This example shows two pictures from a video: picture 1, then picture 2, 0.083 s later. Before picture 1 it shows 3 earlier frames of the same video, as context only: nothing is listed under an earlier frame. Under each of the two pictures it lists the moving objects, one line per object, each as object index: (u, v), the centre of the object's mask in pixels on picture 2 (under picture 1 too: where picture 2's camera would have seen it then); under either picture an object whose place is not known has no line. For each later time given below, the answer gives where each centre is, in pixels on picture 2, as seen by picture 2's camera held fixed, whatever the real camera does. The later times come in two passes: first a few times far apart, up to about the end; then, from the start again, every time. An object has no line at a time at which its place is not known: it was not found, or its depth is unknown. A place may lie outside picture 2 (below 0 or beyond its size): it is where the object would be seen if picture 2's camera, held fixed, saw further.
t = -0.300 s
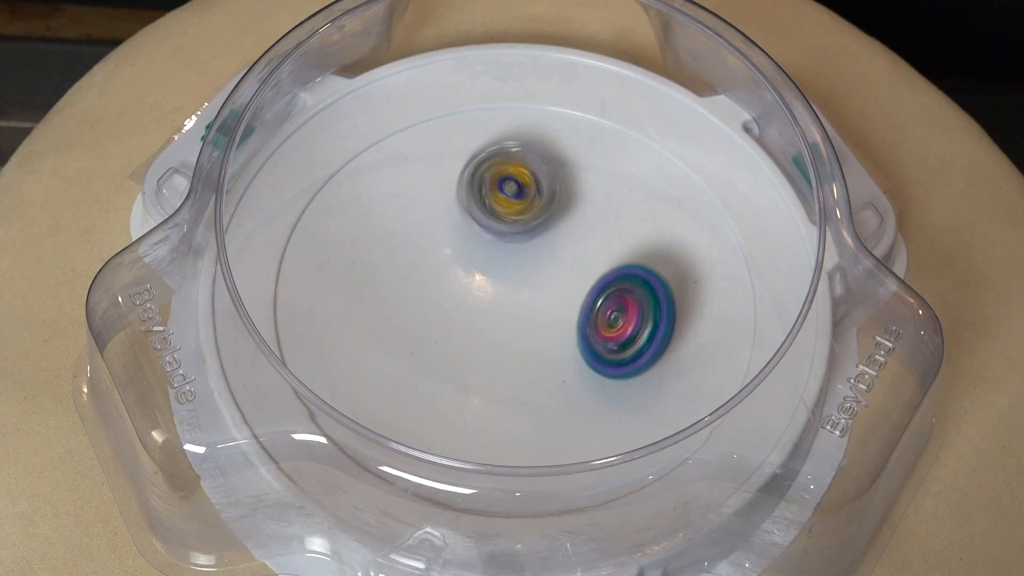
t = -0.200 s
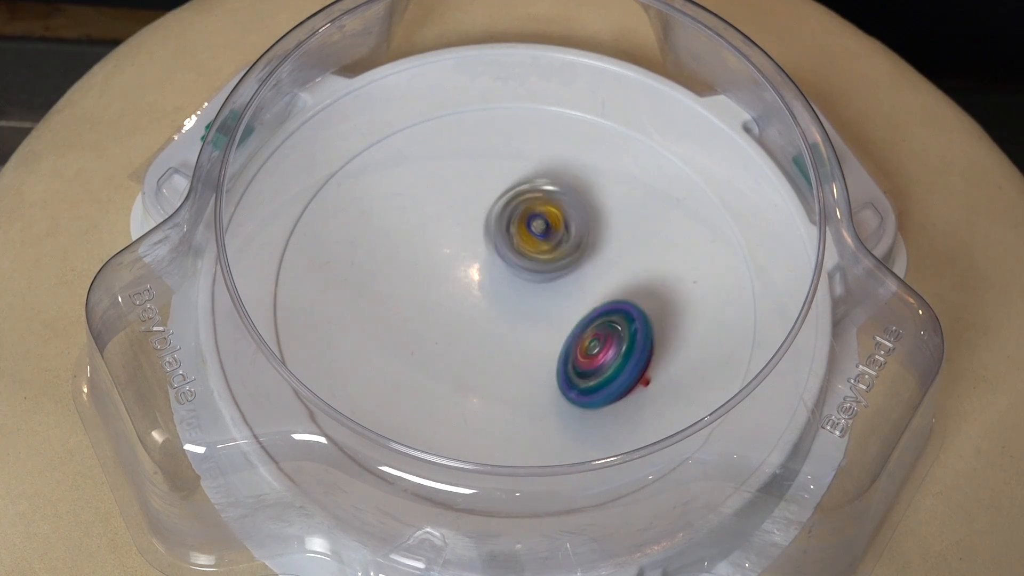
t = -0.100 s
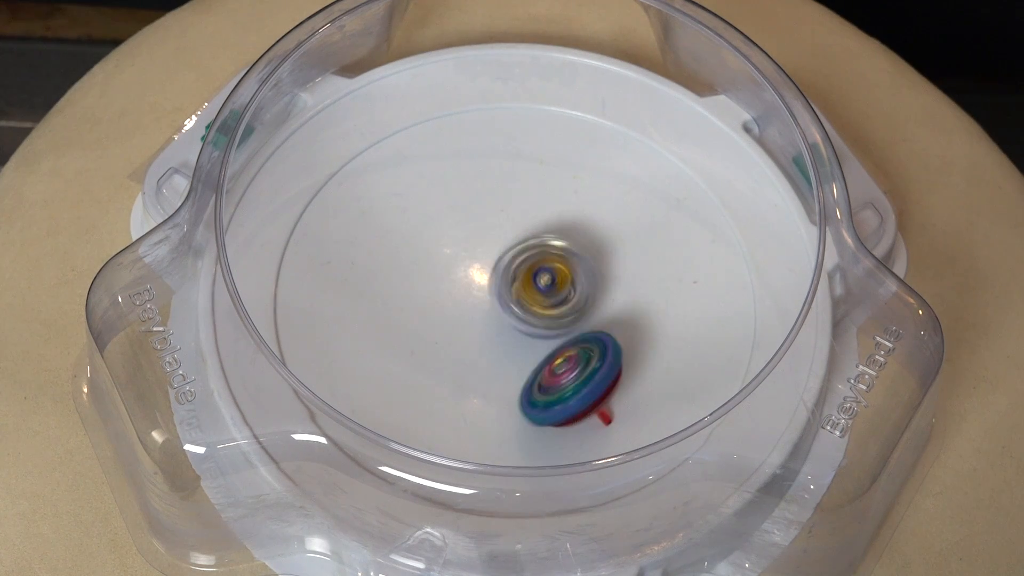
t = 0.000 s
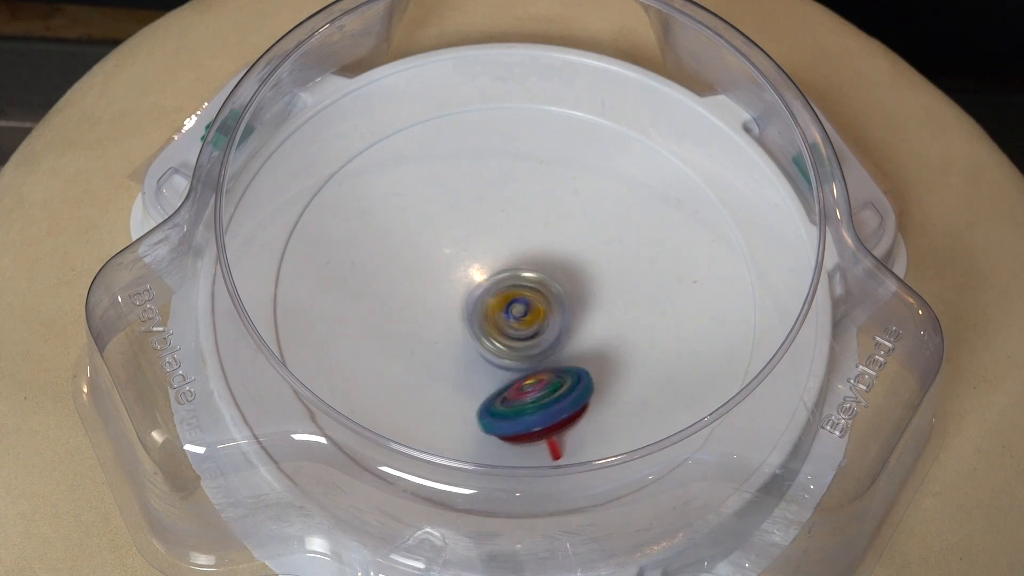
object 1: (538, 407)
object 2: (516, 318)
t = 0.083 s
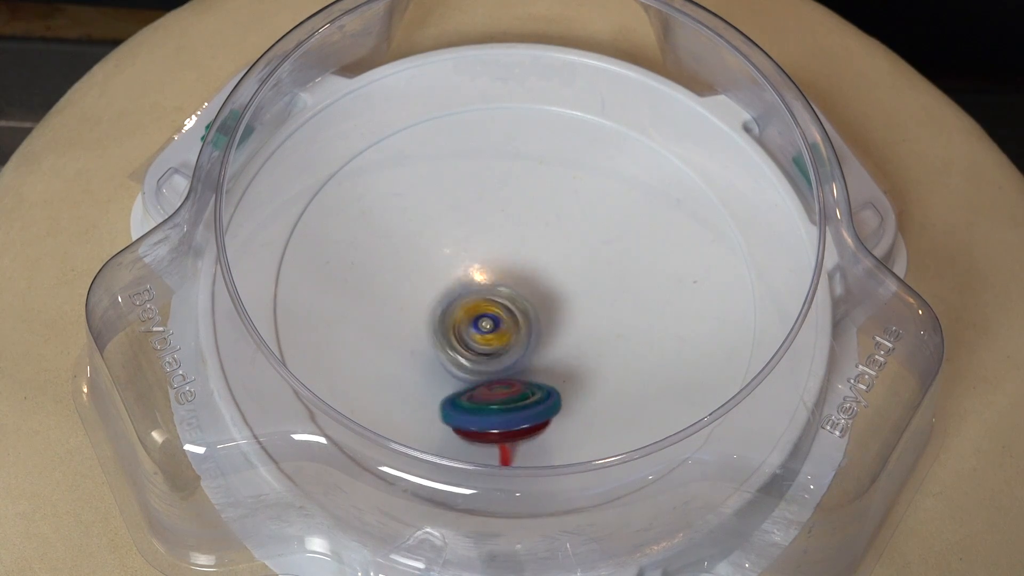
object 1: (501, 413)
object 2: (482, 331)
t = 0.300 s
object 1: (420, 383)
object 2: (427, 257)
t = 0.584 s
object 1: (432, 254)
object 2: (524, 230)
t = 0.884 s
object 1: (540, 211)
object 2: (554, 354)
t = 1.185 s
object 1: (609, 290)
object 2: (447, 353)
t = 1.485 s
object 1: (539, 374)
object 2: (504, 252)
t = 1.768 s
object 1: (439, 325)
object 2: (613, 288)
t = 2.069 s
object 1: (473, 230)
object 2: (527, 358)
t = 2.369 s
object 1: (576, 215)
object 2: (439, 259)
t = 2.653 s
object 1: (629, 289)
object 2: (509, 208)
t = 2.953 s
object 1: (624, 388)
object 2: (518, 260)
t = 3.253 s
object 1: (573, 424)
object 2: (383, 254)
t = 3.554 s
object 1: (530, 401)
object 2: (428, 188)
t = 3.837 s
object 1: (453, 340)
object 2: (563, 268)
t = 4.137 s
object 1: (497, 342)
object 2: (612, 320)
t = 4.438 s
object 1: (484, 342)
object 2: (616, 337)
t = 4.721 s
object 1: (463, 334)
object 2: (582, 290)
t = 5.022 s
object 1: (461, 336)
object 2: (501, 237)
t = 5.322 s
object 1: (468, 352)
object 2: (451, 213)
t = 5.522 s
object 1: (472, 349)
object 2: (452, 215)
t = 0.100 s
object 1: (494, 418)
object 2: (475, 326)
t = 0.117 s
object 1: (488, 420)
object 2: (468, 322)
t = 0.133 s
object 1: (481, 420)
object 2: (461, 317)
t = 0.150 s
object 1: (475, 420)
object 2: (453, 311)
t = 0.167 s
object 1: (468, 419)
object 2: (450, 306)
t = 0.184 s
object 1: (461, 417)
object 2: (442, 300)
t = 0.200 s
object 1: (454, 413)
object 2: (442, 294)
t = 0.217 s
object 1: (448, 410)
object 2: (433, 289)
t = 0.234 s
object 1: (442, 406)
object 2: (435, 281)
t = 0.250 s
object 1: (436, 401)
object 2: (429, 276)
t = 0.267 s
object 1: (430, 395)
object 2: (427, 270)
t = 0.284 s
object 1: (425, 390)
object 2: (427, 264)
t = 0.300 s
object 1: (420, 383)
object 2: (427, 257)
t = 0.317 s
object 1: (417, 377)
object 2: (429, 252)
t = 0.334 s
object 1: (413, 369)
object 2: (430, 245)
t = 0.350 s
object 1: (411, 362)
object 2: (434, 240)
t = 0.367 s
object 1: (408, 353)
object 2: (436, 234)
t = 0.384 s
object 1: (407, 345)
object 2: (443, 230)
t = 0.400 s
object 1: (406, 337)
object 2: (447, 225)
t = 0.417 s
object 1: (406, 329)
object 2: (451, 224)
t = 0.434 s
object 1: (406, 321)
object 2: (460, 220)
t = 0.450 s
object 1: (407, 313)
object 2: (469, 218)
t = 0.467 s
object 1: (408, 305)
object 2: (474, 217)
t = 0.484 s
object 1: (411, 297)
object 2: (482, 218)
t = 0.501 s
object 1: (413, 290)
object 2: (488, 219)
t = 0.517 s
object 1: (416, 281)
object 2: (496, 221)
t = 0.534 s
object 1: (420, 274)
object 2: (503, 220)
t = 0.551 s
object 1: (424, 267)
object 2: (510, 225)
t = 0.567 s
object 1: (428, 261)
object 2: (517, 227)
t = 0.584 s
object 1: (432, 254)
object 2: (524, 230)
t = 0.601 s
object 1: (437, 248)
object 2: (531, 235)
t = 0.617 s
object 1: (441, 242)
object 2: (537, 239)
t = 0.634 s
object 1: (447, 237)
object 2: (545, 248)
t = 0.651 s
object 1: (452, 232)
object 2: (549, 254)
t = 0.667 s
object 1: (458, 228)
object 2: (559, 260)
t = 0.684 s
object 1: (463, 224)
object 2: (562, 267)
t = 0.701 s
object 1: (470, 220)
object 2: (566, 276)
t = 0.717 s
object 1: (476, 218)
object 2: (568, 284)
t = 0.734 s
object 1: (482, 215)
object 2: (570, 293)
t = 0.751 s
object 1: (488, 213)
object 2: (571, 300)
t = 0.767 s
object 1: (495, 211)
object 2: (570, 306)
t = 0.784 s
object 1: (501, 210)
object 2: (570, 313)
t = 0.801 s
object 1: (508, 209)
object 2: (567, 321)
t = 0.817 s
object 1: (514, 209)
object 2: (566, 329)
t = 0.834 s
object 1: (521, 208)
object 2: (562, 335)
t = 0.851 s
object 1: (527, 209)
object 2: (561, 341)
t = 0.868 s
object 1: (534, 209)
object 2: (556, 348)
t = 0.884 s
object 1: (540, 211)
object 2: (554, 354)
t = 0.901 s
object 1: (546, 212)
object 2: (547, 359)
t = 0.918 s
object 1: (552, 215)
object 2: (542, 364)
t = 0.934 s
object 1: (558, 217)
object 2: (539, 368)
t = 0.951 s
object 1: (564, 220)
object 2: (534, 373)
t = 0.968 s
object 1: (569, 223)
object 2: (528, 377)
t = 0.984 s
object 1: (574, 227)
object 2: (521, 379)
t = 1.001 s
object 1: (579, 231)
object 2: (513, 383)
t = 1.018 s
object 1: (584, 235)
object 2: (505, 382)
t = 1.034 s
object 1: (588, 239)
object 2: (501, 380)
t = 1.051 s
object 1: (593, 244)
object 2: (493, 381)
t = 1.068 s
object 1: (596, 249)
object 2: (490, 379)
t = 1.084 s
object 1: (599, 254)
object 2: (482, 377)
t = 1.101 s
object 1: (602, 260)
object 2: (474, 375)
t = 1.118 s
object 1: (604, 266)
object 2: (466, 374)
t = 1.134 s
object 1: (606, 272)
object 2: (460, 370)
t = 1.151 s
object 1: (607, 277)
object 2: (456, 366)
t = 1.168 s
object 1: (608, 284)
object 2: (450, 359)
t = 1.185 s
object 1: (609, 290)
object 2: (447, 353)
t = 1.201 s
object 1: (609, 296)
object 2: (441, 350)
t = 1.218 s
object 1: (609, 302)
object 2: (438, 343)
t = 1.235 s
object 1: (608, 308)
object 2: (438, 336)
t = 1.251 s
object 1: (606, 315)
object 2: (436, 331)
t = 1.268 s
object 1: (605, 321)
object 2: (436, 325)
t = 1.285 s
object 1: (602, 327)
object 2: (435, 317)
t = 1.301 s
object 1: (599, 332)
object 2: (438, 310)
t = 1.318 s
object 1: (596, 338)
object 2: (444, 299)
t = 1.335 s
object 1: (592, 343)
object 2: (445, 297)
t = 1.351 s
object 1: (588, 348)
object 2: (449, 291)
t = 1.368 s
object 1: (583, 353)
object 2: (456, 285)
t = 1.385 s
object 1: (577, 357)
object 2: (459, 279)
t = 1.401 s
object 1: (571, 361)
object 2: (465, 274)
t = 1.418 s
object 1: (566, 365)
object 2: (470, 268)
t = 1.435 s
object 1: (559, 368)
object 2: (478, 262)
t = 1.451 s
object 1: (553, 370)
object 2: (485, 260)
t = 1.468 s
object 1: (545, 372)
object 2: (495, 254)
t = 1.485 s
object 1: (539, 374)
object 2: (504, 252)
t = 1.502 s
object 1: (532, 375)
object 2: (512, 250)
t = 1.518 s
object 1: (525, 375)
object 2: (522, 248)
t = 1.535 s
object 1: (517, 375)
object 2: (528, 248)
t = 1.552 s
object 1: (510, 374)
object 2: (533, 246)
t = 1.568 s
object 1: (503, 374)
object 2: (540, 248)
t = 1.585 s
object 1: (496, 371)
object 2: (548, 250)
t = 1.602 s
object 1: (489, 369)
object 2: (561, 248)
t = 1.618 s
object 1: (482, 366)
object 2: (568, 250)
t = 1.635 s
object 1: (476, 363)
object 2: (576, 253)
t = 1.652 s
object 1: (470, 360)
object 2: (580, 257)
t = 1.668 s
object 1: (464, 355)
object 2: (586, 261)
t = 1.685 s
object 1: (459, 351)
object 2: (591, 264)
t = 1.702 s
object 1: (454, 346)
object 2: (596, 267)
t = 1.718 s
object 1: (450, 342)
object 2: (602, 272)
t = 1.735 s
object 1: (446, 336)
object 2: (608, 275)
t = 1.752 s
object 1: (443, 330)
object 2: (612, 282)
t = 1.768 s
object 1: (439, 325)
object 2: (613, 288)
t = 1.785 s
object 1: (438, 319)
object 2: (615, 295)
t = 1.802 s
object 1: (436, 315)
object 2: (614, 302)
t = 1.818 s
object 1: (435, 307)
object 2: (613, 307)
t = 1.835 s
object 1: (434, 302)
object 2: (613, 312)
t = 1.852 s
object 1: (434, 296)
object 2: (611, 318)
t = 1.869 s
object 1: (434, 290)
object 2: (609, 323)
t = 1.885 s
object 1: (435, 285)
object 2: (606, 329)
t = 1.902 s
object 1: (436, 278)
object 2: (602, 335)
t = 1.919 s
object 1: (438, 274)
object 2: (595, 340)
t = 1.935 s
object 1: (440, 267)
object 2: (589, 345)
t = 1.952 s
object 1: (443, 262)
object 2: (583, 349)
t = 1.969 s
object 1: (446, 257)
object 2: (577, 350)
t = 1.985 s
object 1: (450, 251)
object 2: (567, 354)
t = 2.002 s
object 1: (453, 248)
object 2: (561, 357)
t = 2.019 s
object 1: (458, 241)
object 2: (550, 358)
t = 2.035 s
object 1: (463, 237)
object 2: (539, 358)
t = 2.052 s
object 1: (468, 234)
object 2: (535, 358)
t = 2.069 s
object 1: (473, 230)
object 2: (527, 358)
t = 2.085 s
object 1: (479, 226)
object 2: (514, 356)
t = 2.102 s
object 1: (485, 224)
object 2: (507, 353)
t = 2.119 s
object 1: (490, 221)
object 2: (497, 351)
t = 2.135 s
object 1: (496, 218)
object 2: (489, 346)
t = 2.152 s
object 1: (502, 216)
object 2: (484, 343)
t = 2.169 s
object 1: (507, 214)
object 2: (476, 337)
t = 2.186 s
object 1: (514, 211)
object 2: (469, 333)
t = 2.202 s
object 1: (520, 212)
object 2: (464, 327)
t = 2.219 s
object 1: (526, 209)
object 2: (457, 321)
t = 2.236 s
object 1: (532, 206)
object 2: (454, 314)
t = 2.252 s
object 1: (538, 207)
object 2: (449, 306)
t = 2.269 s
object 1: (544, 209)
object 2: (446, 300)
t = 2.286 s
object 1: (550, 209)
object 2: (442, 291)
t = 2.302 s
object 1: (556, 210)
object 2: (442, 286)
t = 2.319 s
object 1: (561, 211)
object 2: (441, 280)
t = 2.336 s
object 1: (567, 211)
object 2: (442, 273)
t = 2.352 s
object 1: (572, 214)
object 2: (439, 268)
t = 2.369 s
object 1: (576, 215)
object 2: (439, 259)
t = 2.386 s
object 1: (581, 217)
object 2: (442, 254)
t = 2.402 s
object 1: (584, 220)
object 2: (444, 248)
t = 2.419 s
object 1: (588, 222)
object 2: (450, 243)
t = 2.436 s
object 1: (592, 224)
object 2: (451, 238)
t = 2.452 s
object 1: (595, 228)
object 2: (455, 233)
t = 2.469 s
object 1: (598, 230)
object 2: (459, 228)
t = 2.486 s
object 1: (600, 234)
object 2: (462, 221)
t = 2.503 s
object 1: (602, 239)
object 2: (471, 220)
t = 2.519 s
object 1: (604, 242)
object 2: (477, 217)
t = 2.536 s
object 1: (606, 246)
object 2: (484, 216)
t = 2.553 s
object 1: (606, 251)
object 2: (487, 216)
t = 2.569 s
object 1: (607, 255)
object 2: (493, 212)
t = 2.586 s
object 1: (608, 259)
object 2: (499, 212)
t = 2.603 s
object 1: (609, 265)
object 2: (508, 212)
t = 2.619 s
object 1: (615, 271)
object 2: (511, 210)
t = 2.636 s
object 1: (622, 278)
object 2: (509, 210)
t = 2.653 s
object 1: (629, 289)
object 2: (509, 208)
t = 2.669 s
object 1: (633, 296)
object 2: (509, 207)
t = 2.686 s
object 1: (639, 300)
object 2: (510, 204)
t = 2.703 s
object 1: (642, 307)
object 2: (511, 207)
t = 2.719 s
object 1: (646, 317)
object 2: (512, 208)
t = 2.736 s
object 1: (649, 329)
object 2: (515, 211)
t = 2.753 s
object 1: (651, 336)
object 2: (515, 210)
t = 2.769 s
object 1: (653, 344)
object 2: (517, 210)
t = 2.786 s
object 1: (653, 351)
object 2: (518, 215)
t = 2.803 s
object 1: (654, 354)
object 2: (521, 219)
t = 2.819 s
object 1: (653, 360)
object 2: (523, 224)
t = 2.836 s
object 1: (651, 368)
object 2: (524, 226)
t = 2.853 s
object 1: (649, 371)
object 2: (522, 229)
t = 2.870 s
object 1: (646, 376)
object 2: (526, 232)
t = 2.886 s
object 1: (643, 381)
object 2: (524, 240)
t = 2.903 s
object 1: (639, 380)
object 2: (524, 247)
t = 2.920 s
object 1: (634, 383)
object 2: (522, 252)
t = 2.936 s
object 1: (629, 387)
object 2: (519, 256)
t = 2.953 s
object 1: (624, 388)
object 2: (518, 260)
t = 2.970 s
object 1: (618, 387)
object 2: (515, 267)
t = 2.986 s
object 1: (611, 388)
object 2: (515, 274)
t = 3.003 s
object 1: (605, 390)
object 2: (511, 281)
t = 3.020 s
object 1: (599, 389)
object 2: (505, 287)
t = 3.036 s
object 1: (591, 387)
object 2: (501, 291)
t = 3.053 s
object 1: (584, 386)
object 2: (498, 295)
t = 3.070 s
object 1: (577, 387)
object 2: (497, 301)
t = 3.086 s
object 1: (569, 384)
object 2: (491, 306)
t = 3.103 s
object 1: (561, 379)
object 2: (485, 311)
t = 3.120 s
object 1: (553, 377)
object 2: (482, 312)
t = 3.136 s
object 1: (545, 377)
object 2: (476, 315)
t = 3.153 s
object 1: (541, 378)
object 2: (472, 316)
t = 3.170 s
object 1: (548, 384)
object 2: (452, 305)
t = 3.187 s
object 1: (555, 393)
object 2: (438, 291)
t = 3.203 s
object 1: (560, 400)
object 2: (423, 283)
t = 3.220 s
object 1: (565, 409)
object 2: (409, 271)
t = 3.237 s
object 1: (569, 420)
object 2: (396, 260)
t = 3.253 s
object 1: (573, 424)
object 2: (383, 254)
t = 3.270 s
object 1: (576, 426)
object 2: (380, 243)
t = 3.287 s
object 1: (578, 428)
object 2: (374, 236)
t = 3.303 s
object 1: (581, 432)
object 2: (368, 231)
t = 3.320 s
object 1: (580, 434)
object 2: (368, 221)
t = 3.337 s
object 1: (581, 435)
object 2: (367, 216)
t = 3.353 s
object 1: (580, 437)
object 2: (367, 209)
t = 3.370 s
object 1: (577, 438)
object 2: (367, 203)
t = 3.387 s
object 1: (575, 437)
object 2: (372, 202)
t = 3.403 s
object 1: (573, 437)
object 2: (371, 198)
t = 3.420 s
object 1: (569, 437)
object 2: (373, 192)
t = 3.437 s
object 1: (565, 435)
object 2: (377, 192)
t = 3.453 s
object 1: (561, 431)
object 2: (383, 189)
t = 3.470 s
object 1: (558, 428)
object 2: (389, 183)
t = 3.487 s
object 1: (553, 422)
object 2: (393, 185)
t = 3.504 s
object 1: (548, 418)
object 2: (404, 184)
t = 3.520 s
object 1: (542, 413)
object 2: (408, 184)
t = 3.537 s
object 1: (536, 407)
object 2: (416, 186)
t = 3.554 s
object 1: (530, 401)
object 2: (428, 188)
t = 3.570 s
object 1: (524, 395)
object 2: (438, 192)
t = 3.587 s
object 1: (517, 388)
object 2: (442, 196)
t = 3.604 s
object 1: (512, 380)
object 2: (454, 199)
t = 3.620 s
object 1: (506, 373)
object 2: (466, 206)
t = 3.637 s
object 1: (500, 367)
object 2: (471, 211)
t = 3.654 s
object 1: (495, 361)
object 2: (480, 217)
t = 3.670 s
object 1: (489, 355)
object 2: (494, 225)
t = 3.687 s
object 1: (484, 349)
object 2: (497, 233)
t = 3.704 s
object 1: (479, 344)
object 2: (508, 236)
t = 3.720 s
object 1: (473, 339)
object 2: (517, 246)
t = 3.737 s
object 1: (469, 334)
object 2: (522, 255)
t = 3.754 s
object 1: (465, 331)
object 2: (528, 259)
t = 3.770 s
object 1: (459, 333)
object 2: (537, 264)
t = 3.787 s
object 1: (457, 332)
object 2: (545, 264)
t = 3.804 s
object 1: (459, 334)
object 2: (549, 263)
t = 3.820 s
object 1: (457, 338)
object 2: (559, 266)
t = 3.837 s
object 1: (453, 340)
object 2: (563, 268)
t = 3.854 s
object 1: (449, 340)
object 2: (569, 267)
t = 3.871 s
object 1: (449, 339)
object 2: (575, 272)
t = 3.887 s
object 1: (453, 342)
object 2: (575, 277)
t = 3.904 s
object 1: (453, 344)
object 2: (576, 280)
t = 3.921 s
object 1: (454, 345)
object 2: (585, 283)
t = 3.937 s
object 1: (455, 344)
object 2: (582, 288)
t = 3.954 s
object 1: (459, 342)
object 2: (585, 290)
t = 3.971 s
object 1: (464, 340)
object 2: (592, 294)
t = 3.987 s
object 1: (467, 340)
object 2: (589, 297)
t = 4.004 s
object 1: (469, 340)
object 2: (596, 298)
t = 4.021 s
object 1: (471, 340)
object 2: (599, 302)
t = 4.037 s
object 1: (473, 340)
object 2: (598, 305)
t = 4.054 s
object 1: (476, 340)
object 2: (604, 307)
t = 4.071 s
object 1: (480, 340)
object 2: (606, 310)
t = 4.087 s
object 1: (484, 341)
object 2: (605, 314)
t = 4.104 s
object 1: (487, 341)
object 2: (609, 316)
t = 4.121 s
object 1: (492, 341)
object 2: (608, 321)
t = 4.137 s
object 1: (497, 342)
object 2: (612, 320)
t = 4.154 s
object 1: (497, 343)
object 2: (618, 323)
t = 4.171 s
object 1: (496, 343)
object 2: (619, 326)
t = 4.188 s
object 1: (496, 343)
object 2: (628, 324)
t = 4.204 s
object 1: (496, 343)
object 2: (628, 329)
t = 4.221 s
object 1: (497, 343)
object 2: (629, 330)
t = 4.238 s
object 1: (497, 344)
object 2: (636, 331)
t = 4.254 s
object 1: (498, 344)
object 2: (633, 336)
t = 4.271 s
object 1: (498, 344)
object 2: (634, 333)
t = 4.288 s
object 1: (498, 344)
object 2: (636, 336)
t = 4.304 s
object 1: (498, 344)
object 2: (632, 339)
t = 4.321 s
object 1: (497, 343)
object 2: (633, 338)
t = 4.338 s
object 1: (497, 343)
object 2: (630, 341)
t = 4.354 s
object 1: (496, 343)
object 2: (629, 337)
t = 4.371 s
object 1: (496, 343)
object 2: (625, 342)
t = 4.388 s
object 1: (496, 343)
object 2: (623, 343)
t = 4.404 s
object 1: (495, 343)
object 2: (619, 340)
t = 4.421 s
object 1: (492, 343)
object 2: (613, 342)
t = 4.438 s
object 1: (484, 342)
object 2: (616, 337)
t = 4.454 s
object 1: (478, 342)
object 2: (620, 334)
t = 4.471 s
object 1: (472, 340)
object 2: (617, 332)
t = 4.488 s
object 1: (468, 339)
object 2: (621, 328)
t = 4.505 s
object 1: (466, 337)
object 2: (618, 328)
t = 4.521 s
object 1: (464, 336)
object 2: (621, 321)
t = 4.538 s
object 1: (463, 335)
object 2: (618, 323)
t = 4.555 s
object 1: (463, 334)
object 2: (614, 320)
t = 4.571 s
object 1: (463, 334)
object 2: (616, 317)
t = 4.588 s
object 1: (463, 334)
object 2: (611, 315)
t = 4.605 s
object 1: (463, 335)
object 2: (608, 313)
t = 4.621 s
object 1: (463, 335)
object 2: (605, 312)
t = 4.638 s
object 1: (463, 335)
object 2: (601, 306)
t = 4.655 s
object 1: (463, 335)
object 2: (600, 303)
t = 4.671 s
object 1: (463, 335)
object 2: (593, 299)
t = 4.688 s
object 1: (463, 334)
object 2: (594, 296)
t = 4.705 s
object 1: (463, 334)
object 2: (588, 294)
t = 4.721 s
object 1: (463, 334)
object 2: (582, 290)
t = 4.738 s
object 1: (463, 335)
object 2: (576, 289)
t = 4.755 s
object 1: (463, 335)
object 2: (573, 283)
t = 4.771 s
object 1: (463, 335)
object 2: (568, 282)
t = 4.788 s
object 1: (463, 335)
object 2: (561, 277)
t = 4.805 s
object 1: (463, 334)
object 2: (560, 273)
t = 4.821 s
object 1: (463, 334)
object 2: (554, 271)
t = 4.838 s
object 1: (463, 335)
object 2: (547, 266)
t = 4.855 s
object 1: (463, 335)
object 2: (544, 264)
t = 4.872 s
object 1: (463, 335)
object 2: (537, 260)
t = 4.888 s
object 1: (463, 335)
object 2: (534, 259)
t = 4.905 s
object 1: (462, 335)
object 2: (528, 255)
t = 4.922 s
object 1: (462, 336)
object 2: (528, 251)
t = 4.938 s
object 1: (462, 335)
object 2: (522, 250)
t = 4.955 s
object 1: (462, 335)
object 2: (517, 247)
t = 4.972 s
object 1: (462, 335)
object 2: (516, 245)
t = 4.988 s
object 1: (461, 335)
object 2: (508, 240)
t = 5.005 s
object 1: (461, 336)
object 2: (508, 239)
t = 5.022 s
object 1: (461, 336)
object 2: (501, 237)
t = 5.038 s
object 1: (461, 336)
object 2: (502, 234)
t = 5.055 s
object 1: (461, 335)
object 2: (496, 232)
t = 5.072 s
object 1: (461, 334)
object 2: (495, 230)
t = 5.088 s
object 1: (461, 334)
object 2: (491, 231)
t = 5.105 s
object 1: (461, 334)
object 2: (489, 226)
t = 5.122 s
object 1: (461, 334)
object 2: (487, 228)
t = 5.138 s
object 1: (461, 334)
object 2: (480, 228)
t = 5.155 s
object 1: (461, 334)
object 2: (482, 228)
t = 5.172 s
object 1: (461, 334)
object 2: (477, 227)
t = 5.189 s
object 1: (461, 334)
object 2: (475, 229)
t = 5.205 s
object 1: (461, 334)
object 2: (471, 229)
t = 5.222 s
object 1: (461, 334)
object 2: (472, 229)
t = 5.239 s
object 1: (461, 334)
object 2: (469, 230)
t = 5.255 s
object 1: (461, 337)
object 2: (464, 229)
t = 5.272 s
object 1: (462, 341)
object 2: (462, 227)
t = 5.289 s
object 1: (464, 345)
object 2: (458, 220)
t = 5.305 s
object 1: (466, 349)
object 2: (454, 219)
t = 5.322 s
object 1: (468, 352)
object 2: (451, 213)
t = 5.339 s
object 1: (470, 354)
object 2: (452, 213)
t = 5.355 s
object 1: (472, 355)
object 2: (449, 210)
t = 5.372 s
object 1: (475, 356)
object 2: (449, 211)
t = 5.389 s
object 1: (476, 356)
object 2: (447, 207)
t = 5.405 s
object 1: (477, 357)
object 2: (450, 210)
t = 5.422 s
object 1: (478, 357)
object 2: (447, 208)
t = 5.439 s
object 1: (478, 356)
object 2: (449, 210)
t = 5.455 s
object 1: (478, 355)
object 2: (447, 208)
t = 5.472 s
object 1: (477, 354)
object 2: (453, 211)
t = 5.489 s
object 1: (475, 353)
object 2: (449, 211)
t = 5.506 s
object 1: (473, 352)
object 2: (454, 215)
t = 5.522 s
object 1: (472, 349)
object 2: (452, 215)
